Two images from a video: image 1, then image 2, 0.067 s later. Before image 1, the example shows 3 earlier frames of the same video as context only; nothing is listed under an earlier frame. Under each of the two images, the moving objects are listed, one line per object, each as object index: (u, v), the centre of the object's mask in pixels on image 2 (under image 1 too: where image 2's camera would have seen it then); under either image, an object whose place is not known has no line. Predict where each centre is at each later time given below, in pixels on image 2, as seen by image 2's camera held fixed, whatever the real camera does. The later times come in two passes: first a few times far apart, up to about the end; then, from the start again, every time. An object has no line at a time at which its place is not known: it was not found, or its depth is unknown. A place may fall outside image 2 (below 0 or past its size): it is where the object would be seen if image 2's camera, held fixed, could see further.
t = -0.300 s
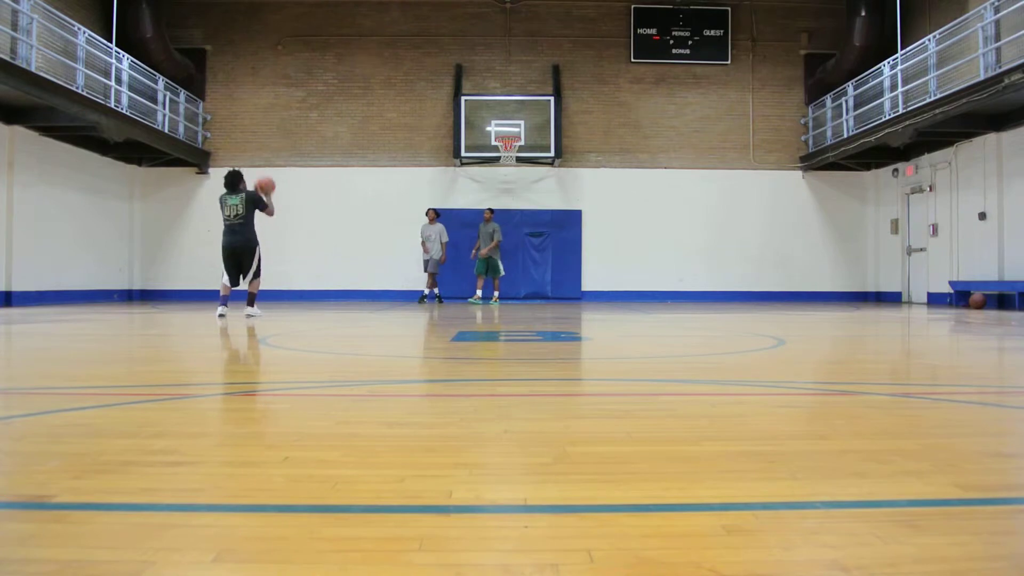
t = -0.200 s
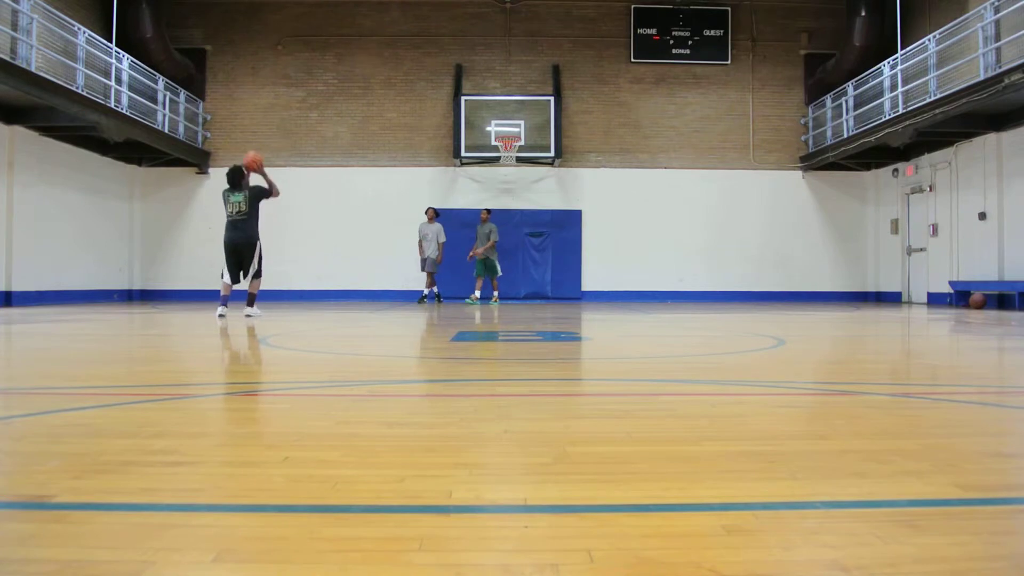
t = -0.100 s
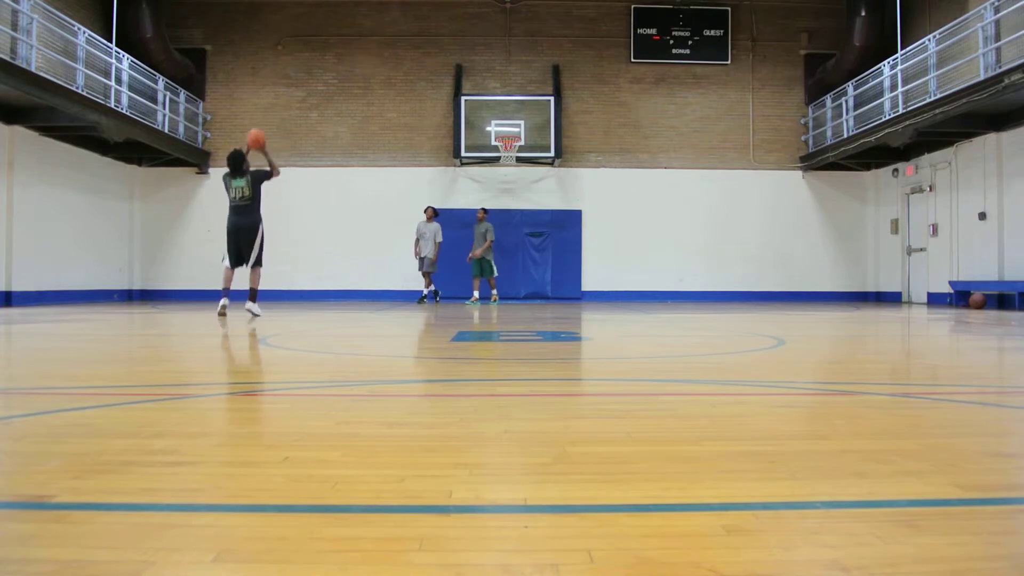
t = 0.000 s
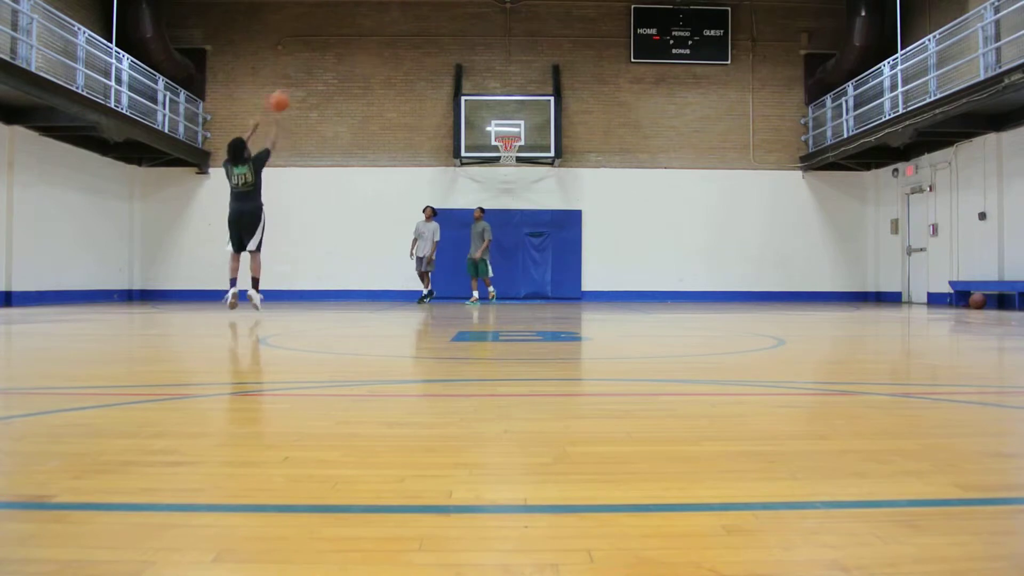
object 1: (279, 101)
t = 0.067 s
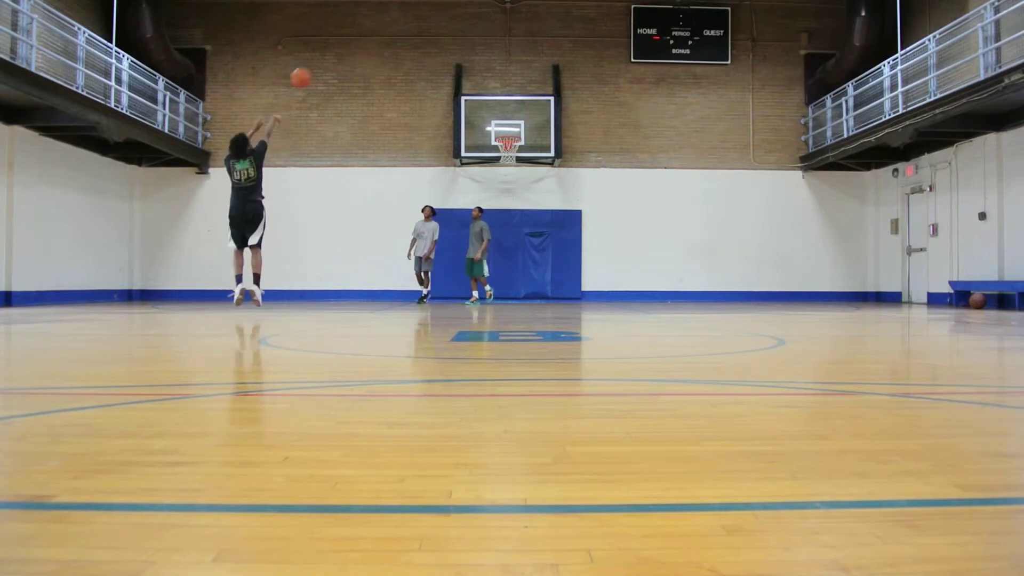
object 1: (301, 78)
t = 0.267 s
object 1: (358, 36)
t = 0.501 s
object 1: (410, 26)
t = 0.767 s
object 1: (459, 53)
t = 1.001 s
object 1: (491, 105)
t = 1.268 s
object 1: (528, 118)
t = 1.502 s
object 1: (564, 111)
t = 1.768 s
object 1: (614, 144)
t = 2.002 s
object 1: (664, 216)
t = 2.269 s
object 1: (723, 269)
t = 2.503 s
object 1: (765, 193)
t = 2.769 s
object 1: (818, 153)
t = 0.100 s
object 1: (311, 68)
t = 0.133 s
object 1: (321, 59)
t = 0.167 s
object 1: (330, 52)
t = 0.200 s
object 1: (340, 45)
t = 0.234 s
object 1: (349, 40)
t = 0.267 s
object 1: (358, 36)
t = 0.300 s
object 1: (366, 32)
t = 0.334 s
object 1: (374, 29)
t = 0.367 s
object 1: (382, 27)
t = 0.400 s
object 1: (390, 26)
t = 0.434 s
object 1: (397, 25)
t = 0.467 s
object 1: (404, 25)
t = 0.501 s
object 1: (410, 26)
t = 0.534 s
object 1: (417, 28)
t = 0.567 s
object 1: (424, 29)
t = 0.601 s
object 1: (430, 32)
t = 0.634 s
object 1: (436, 35)
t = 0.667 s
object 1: (441, 39)
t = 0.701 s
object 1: (447, 43)
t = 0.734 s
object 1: (453, 48)
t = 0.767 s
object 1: (459, 53)
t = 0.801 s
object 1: (463, 60)
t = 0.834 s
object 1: (468, 66)
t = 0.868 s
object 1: (473, 72)
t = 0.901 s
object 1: (477, 79)
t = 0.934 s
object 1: (482, 88)
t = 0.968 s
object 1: (488, 95)
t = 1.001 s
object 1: (491, 105)
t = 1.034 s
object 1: (496, 113)
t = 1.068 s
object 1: (500, 123)
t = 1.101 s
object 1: (504, 133)
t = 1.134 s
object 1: (508, 134)
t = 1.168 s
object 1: (513, 130)
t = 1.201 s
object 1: (518, 126)
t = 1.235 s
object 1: (523, 122)
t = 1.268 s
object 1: (528, 118)
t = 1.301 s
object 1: (533, 116)
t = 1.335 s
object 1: (538, 113)
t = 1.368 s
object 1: (543, 112)
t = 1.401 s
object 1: (549, 111)
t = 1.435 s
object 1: (554, 111)
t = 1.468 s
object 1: (559, 110)
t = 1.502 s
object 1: (564, 111)
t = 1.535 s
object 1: (571, 113)
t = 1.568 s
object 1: (577, 115)
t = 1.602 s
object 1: (582, 118)
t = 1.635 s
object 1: (588, 122)
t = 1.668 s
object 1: (595, 126)
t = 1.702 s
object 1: (601, 131)
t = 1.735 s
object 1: (607, 137)
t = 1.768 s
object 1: (614, 144)
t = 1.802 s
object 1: (621, 151)
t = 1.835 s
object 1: (628, 160)
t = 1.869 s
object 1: (635, 170)
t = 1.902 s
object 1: (642, 179)
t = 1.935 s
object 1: (649, 191)
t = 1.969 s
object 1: (657, 203)
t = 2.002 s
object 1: (664, 216)
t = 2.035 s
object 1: (672, 230)
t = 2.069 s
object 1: (680, 245)
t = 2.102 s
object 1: (688, 262)
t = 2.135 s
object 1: (696, 279)
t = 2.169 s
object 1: (704, 298)
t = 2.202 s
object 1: (711, 298)
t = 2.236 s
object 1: (716, 283)
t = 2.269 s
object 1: (723, 269)
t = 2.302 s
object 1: (728, 256)
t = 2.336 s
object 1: (734, 244)
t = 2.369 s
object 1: (740, 233)
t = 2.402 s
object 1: (746, 222)
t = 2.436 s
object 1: (752, 212)
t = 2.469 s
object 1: (758, 202)
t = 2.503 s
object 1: (765, 193)
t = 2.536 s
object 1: (771, 186)
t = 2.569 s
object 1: (778, 178)
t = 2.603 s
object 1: (785, 171)
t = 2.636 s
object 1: (792, 166)
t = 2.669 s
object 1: (798, 162)
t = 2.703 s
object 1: (804, 158)
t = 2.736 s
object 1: (811, 155)
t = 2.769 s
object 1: (818, 153)
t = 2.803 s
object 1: (825, 152)
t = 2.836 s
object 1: (832, 151)
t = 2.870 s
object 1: (840, 151)
